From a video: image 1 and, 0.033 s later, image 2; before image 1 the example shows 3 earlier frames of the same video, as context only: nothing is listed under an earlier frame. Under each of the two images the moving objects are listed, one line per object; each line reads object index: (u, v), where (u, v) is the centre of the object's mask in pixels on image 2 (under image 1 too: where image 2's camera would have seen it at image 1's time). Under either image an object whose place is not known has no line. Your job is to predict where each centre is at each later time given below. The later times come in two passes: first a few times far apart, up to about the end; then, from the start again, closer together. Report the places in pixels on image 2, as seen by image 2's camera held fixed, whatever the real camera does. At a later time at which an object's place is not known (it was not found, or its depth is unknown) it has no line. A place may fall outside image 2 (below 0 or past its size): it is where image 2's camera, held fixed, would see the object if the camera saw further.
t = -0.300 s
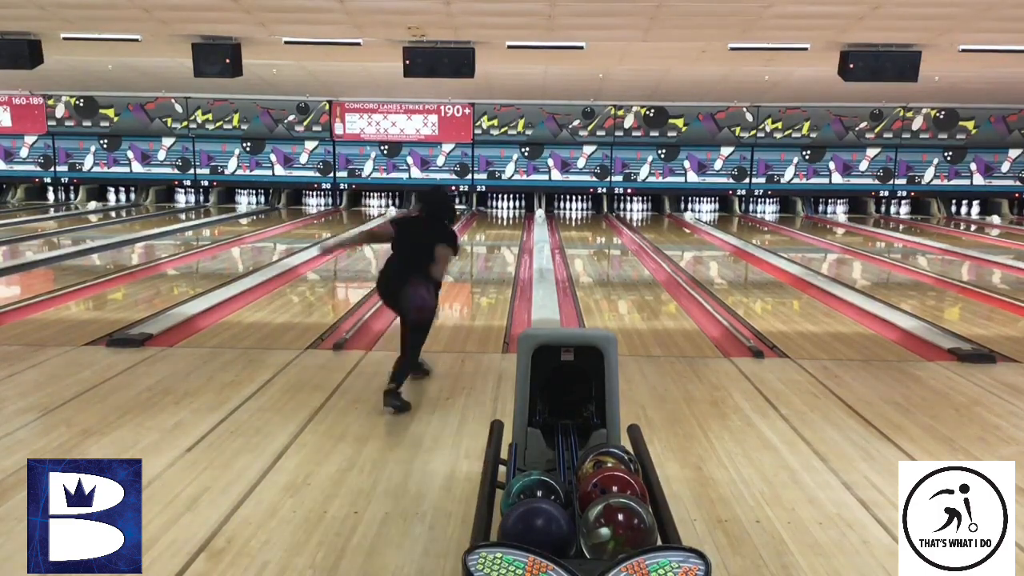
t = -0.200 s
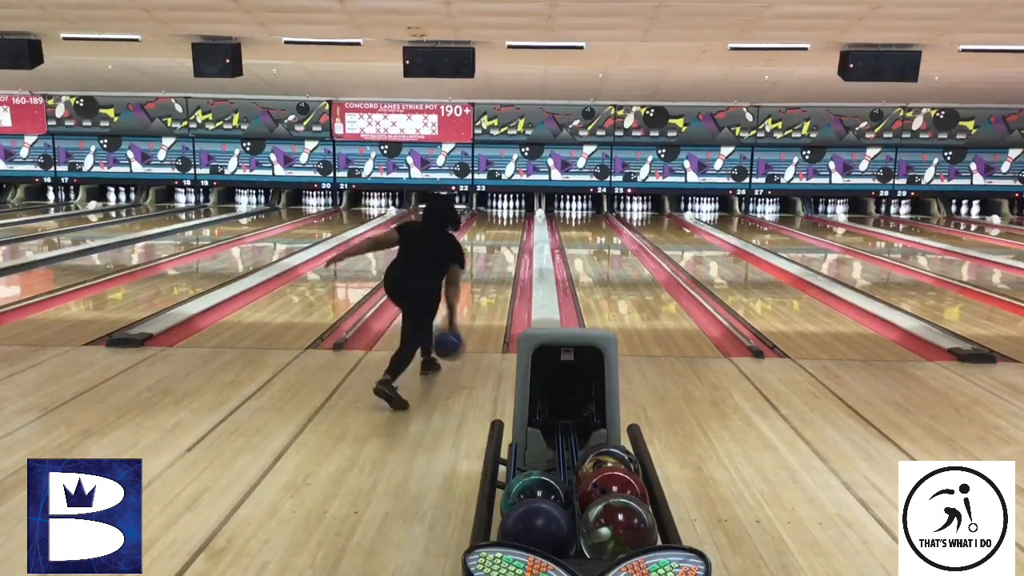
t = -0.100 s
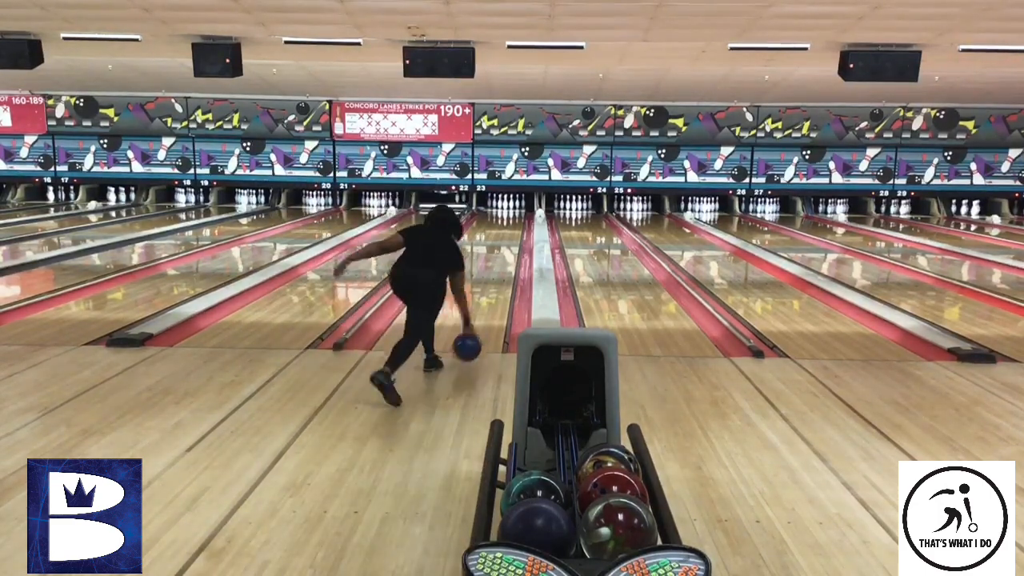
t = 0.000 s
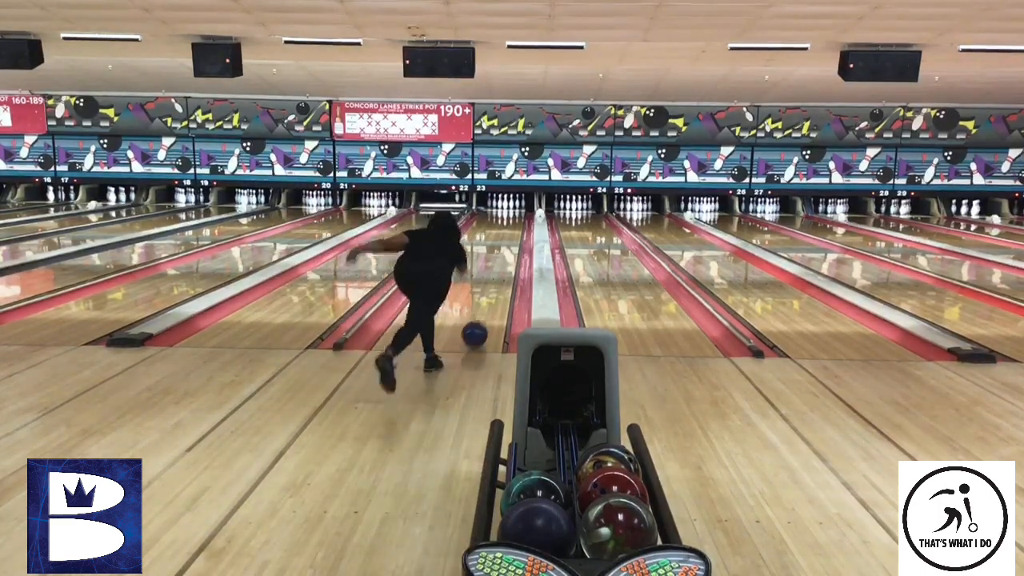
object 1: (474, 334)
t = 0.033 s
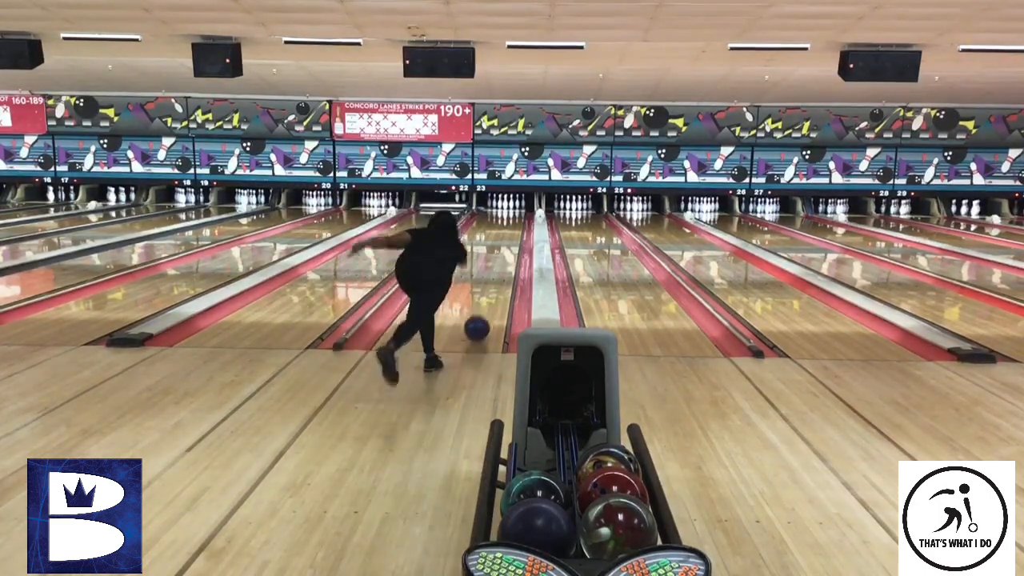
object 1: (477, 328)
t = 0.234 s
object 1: (487, 302)
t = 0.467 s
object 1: (495, 278)
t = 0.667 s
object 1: (499, 264)
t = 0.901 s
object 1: (504, 250)
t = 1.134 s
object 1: (507, 240)
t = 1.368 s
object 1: (509, 233)
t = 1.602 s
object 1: (510, 224)
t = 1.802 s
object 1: (511, 221)
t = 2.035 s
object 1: (511, 216)
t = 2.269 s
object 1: (510, 212)
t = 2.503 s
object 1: (506, 207)
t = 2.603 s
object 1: (505, 206)
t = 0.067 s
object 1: (479, 323)
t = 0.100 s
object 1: (480, 319)
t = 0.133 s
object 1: (482, 314)
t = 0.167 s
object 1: (484, 309)
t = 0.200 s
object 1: (485, 305)
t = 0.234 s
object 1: (487, 302)
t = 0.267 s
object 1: (488, 298)
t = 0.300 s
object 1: (489, 294)
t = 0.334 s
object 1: (490, 291)
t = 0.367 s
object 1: (491, 287)
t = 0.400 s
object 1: (492, 284)
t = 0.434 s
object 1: (494, 281)
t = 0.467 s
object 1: (495, 278)
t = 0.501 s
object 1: (495, 276)
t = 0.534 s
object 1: (497, 273)
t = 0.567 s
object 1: (497, 271)
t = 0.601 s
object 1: (498, 268)
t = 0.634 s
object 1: (499, 266)
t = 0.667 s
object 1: (499, 264)
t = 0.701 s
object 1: (500, 262)
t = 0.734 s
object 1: (501, 260)
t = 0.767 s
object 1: (501, 258)
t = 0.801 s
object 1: (502, 256)
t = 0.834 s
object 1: (503, 254)
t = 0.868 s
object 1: (503, 252)
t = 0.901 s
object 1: (504, 250)
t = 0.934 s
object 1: (504, 249)
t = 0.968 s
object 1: (505, 247)
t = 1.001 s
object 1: (505, 245)
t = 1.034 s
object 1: (505, 244)
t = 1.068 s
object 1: (506, 243)
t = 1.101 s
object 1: (506, 241)
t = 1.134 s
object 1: (507, 240)
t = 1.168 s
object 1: (507, 239)
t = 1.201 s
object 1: (507, 237)
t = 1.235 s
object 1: (508, 236)
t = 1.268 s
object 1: (508, 235)
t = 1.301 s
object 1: (508, 234)
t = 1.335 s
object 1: (508, 234)
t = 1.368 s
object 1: (509, 233)
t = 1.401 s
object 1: (509, 230)
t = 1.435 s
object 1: (509, 229)
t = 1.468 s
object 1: (510, 228)
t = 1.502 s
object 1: (509, 227)
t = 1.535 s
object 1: (510, 227)
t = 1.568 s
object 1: (510, 225)
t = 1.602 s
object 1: (510, 224)
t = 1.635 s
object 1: (510, 224)
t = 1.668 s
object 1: (510, 223)
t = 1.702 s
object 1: (510, 222)
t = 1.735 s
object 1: (511, 222)
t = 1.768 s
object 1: (511, 221)
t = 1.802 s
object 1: (511, 221)
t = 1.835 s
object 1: (511, 220)
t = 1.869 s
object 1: (511, 219)
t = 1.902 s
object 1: (511, 218)
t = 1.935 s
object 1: (511, 217)
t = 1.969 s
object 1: (511, 217)
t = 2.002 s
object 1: (511, 216)
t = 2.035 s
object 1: (511, 216)
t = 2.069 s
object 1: (511, 215)
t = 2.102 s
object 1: (511, 214)
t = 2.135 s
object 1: (510, 214)
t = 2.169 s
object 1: (510, 214)
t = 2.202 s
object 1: (510, 213)
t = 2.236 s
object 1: (510, 212)
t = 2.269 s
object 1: (510, 212)
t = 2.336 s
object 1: (509, 210)
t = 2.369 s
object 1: (508, 209)
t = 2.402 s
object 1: (508, 208)
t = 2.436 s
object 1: (507, 208)
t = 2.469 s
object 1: (506, 208)
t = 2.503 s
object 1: (506, 207)
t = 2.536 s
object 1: (505, 206)
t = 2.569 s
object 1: (506, 206)
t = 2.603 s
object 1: (505, 206)
